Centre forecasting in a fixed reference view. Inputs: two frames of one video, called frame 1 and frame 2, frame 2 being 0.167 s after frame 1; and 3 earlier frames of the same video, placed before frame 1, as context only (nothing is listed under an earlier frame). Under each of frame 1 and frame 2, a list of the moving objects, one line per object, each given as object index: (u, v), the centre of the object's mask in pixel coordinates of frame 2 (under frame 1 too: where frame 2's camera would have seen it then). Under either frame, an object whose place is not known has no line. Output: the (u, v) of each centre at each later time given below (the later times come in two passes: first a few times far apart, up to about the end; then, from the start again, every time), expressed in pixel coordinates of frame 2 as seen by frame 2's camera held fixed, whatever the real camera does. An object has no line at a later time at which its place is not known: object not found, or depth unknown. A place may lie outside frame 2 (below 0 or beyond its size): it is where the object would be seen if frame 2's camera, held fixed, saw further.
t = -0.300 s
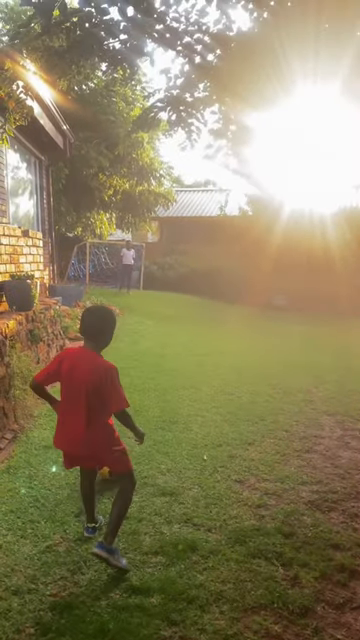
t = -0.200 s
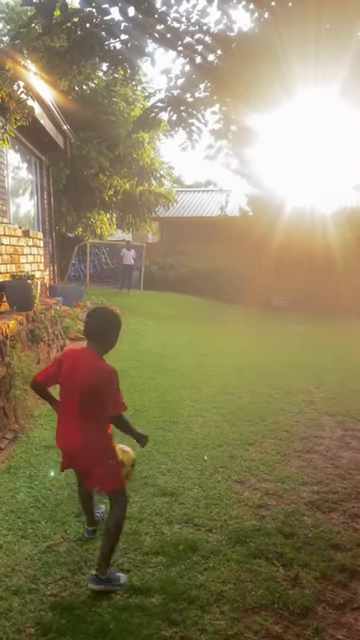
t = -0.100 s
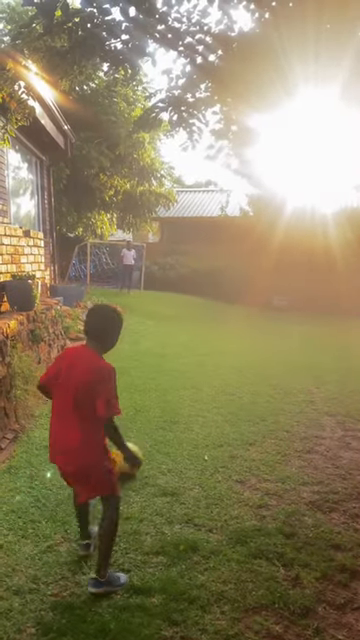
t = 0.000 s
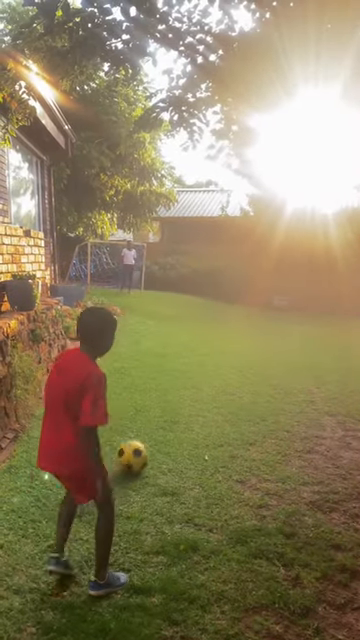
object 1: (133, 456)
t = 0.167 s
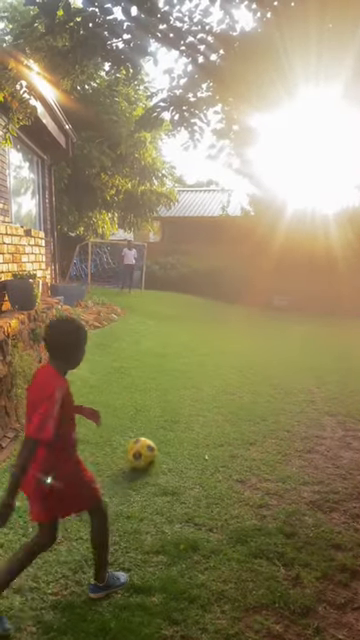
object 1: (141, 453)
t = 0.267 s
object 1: (145, 452)
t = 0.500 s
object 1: (156, 448)
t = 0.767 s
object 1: (171, 446)
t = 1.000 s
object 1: (179, 446)
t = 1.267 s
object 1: (190, 447)
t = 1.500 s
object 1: (197, 447)
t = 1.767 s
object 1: (200, 447)
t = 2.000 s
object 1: (201, 446)
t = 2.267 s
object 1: (202, 445)
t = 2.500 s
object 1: (202, 446)
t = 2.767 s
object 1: (202, 446)
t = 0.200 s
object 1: (142, 453)
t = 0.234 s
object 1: (144, 453)
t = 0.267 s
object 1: (145, 452)
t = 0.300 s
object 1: (146, 451)
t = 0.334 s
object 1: (148, 450)
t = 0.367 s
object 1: (149, 450)
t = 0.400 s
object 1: (151, 449)
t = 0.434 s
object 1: (153, 450)
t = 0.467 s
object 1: (155, 449)
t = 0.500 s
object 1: (156, 448)
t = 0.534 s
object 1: (157, 448)
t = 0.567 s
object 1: (159, 448)
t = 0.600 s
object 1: (161, 448)
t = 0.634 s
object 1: (162, 447)
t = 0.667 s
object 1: (165, 446)
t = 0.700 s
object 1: (167, 447)
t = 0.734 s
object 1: (169, 447)
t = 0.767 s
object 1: (171, 446)
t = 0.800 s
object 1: (172, 446)
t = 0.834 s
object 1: (174, 446)
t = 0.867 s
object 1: (176, 446)
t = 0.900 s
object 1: (176, 446)
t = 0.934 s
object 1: (177, 446)
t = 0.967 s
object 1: (178, 446)
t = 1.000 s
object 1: (179, 446)
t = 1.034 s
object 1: (181, 446)
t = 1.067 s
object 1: (182, 446)
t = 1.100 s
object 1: (184, 447)
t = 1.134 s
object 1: (185, 446)
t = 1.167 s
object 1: (186, 447)
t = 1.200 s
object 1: (187, 447)
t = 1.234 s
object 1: (189, 447)
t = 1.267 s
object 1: (190, 447)
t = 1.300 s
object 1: (191, 447)
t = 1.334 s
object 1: (192, 448)
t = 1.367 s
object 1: (193, 447)
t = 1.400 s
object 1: (194, 447)
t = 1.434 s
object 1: (194, 447)
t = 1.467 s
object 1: (195, 446)
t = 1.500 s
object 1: (197, 447)
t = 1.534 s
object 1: (197, 447)
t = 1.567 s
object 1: (198, 446)
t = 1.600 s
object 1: (198, 446)
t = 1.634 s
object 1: (199, 447)
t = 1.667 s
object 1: (199, 446)
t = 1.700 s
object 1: (200, 446)
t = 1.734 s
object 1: (200, 447)
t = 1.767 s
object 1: (200, 447)
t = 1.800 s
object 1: (200, 447)
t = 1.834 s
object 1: (200, 447)
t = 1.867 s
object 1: (200, 446)
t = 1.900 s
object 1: (200, 446)
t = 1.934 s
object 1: (200, 446)
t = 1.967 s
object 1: (201, 446)
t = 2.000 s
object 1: (201, 446)
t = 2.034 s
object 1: (201, 446)
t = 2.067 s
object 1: (201, 446)
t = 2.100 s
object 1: (201, 445)
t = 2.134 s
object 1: (201, 445)
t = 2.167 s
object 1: (202, 445)
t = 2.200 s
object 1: (202, 445)
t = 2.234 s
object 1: (202, 445)
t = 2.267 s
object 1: (202, 445)
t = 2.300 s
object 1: (202, 446)
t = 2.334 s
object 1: (202, 446)
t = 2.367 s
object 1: (202, 446)
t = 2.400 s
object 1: (202, 446)
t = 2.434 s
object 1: (202, 446)
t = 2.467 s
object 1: (202, 446)
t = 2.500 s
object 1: (202, 446)
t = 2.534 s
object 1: (201, 446)
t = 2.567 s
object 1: (201, 446)
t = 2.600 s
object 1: (202, 446)
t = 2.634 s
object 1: (202, 446)
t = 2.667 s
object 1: (202, 446)
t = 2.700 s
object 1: (202, 446)
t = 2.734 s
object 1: (202, 446)
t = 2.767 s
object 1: (202, 446)
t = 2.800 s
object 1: (202, 446)
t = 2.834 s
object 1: (201, 446)
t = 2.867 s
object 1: (201, 446)
